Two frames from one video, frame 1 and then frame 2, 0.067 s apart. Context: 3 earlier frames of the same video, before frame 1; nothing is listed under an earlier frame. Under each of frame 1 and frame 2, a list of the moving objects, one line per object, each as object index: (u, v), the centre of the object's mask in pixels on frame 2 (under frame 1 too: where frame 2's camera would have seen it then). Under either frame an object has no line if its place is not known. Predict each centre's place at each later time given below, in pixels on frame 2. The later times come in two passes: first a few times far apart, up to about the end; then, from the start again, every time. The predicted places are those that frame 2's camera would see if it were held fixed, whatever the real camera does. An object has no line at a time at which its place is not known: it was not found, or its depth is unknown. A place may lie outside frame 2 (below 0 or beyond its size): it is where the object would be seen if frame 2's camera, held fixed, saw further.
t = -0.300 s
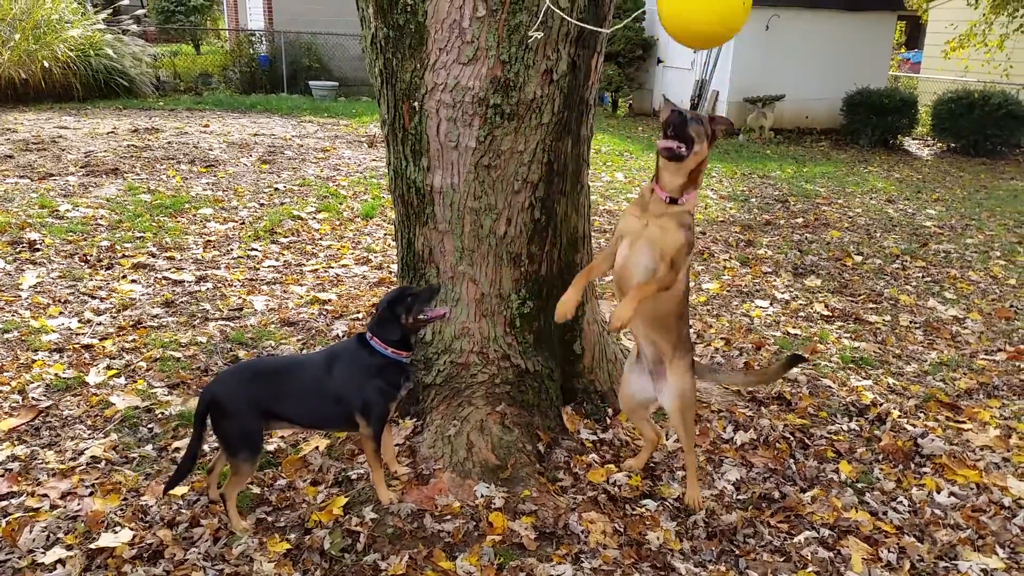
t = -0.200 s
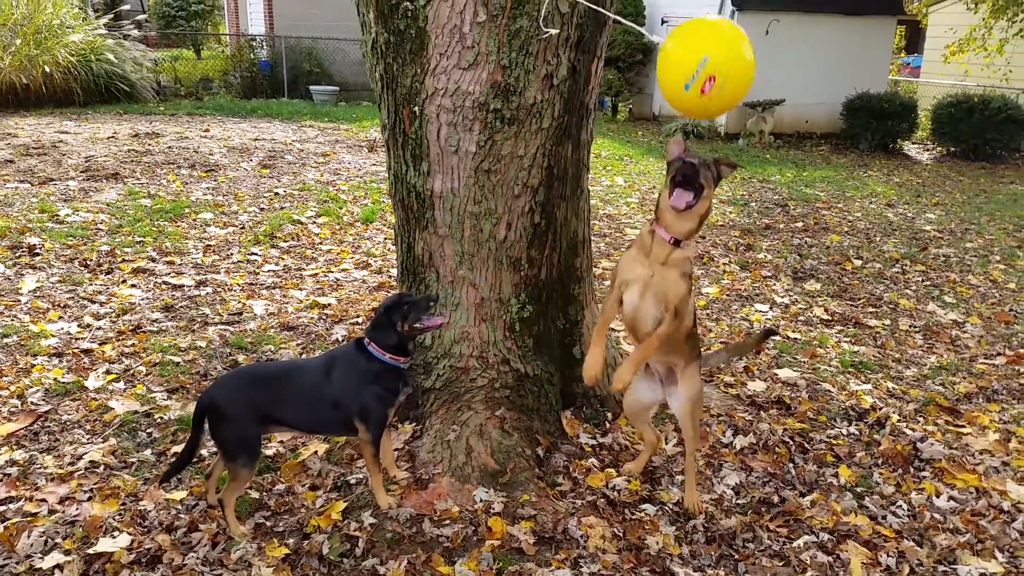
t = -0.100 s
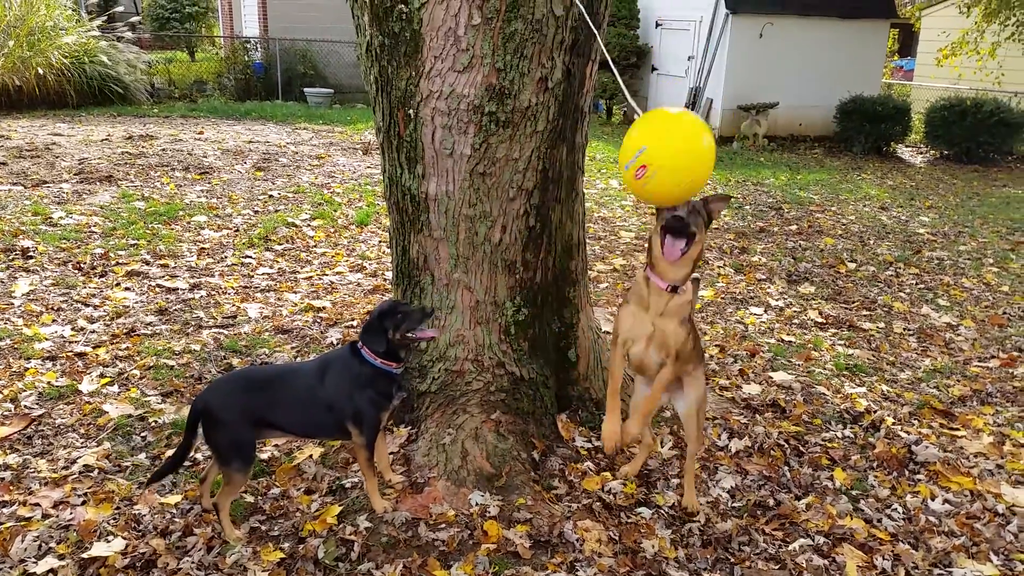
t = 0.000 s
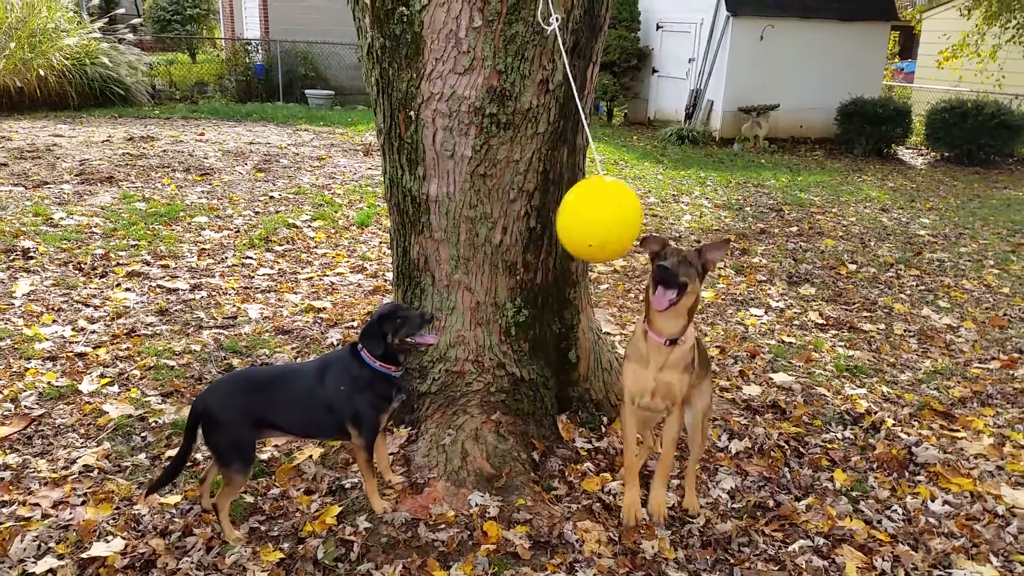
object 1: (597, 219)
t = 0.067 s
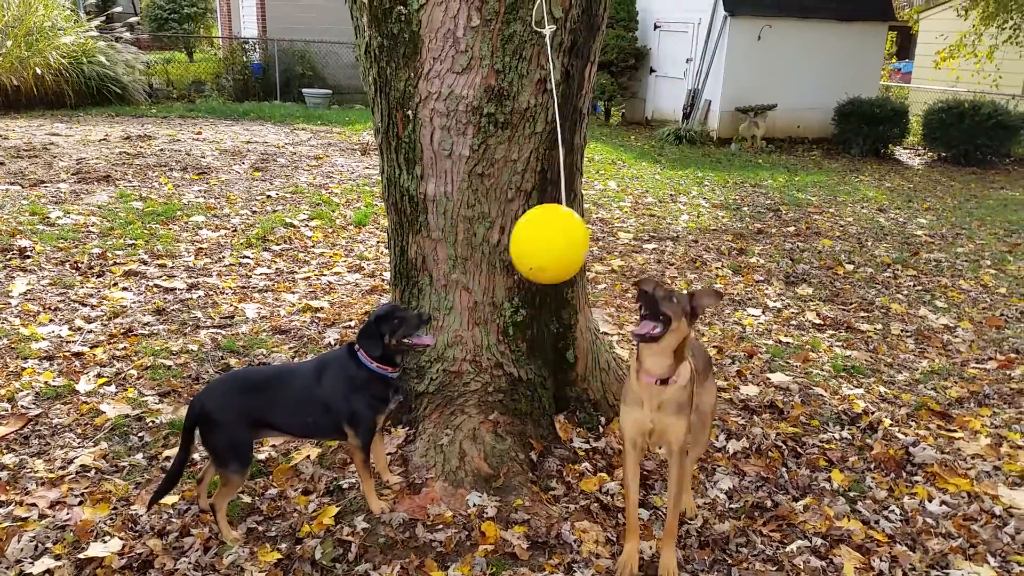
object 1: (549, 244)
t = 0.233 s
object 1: (468, 233)
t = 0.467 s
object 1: (412, 227)
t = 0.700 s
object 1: (450, 209)
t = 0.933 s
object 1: (556, 224)
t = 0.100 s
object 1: (527, 254)
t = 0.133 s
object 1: (508, 260)
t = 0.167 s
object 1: (492, 258)
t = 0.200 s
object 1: (479, 247)
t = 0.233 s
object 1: (468, 233)
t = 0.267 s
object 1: (459, 221)
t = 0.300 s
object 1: (450, 223)
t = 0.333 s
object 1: (439, 228)
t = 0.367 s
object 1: (428, 232)
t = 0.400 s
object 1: (420, 235)
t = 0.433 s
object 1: (414, 232)
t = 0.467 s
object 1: (412, 227)
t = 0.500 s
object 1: (412, 220)
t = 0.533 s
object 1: (416, 213)
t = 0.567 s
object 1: (421, 208)
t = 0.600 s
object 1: (427, 205)
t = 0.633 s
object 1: (434, 204)
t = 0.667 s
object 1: (441, 206)
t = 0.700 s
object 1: (450, 209)
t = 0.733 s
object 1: (463, 213)
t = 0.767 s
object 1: (478, 216)
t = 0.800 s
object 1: (493, 216)
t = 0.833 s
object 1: (509, 216)
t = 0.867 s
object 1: (525, 217)
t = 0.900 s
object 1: (541, 219)
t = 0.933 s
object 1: (556, 224)
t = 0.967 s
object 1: (570, 231)
